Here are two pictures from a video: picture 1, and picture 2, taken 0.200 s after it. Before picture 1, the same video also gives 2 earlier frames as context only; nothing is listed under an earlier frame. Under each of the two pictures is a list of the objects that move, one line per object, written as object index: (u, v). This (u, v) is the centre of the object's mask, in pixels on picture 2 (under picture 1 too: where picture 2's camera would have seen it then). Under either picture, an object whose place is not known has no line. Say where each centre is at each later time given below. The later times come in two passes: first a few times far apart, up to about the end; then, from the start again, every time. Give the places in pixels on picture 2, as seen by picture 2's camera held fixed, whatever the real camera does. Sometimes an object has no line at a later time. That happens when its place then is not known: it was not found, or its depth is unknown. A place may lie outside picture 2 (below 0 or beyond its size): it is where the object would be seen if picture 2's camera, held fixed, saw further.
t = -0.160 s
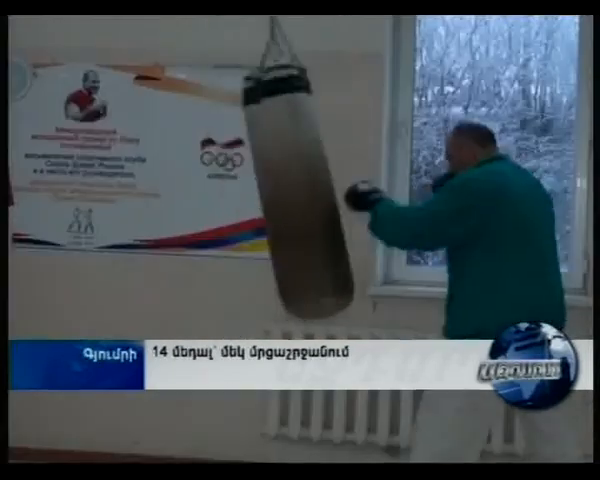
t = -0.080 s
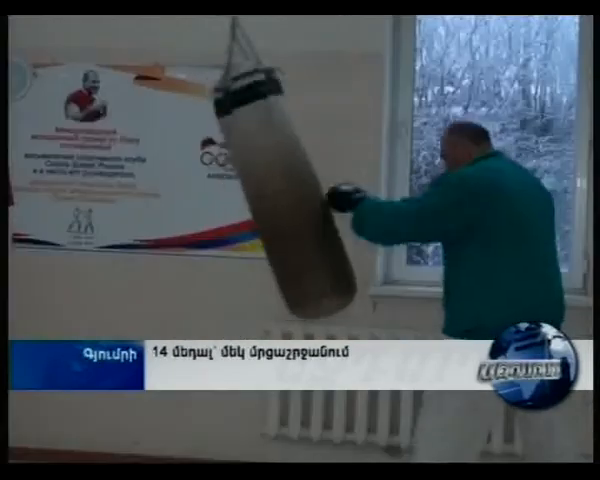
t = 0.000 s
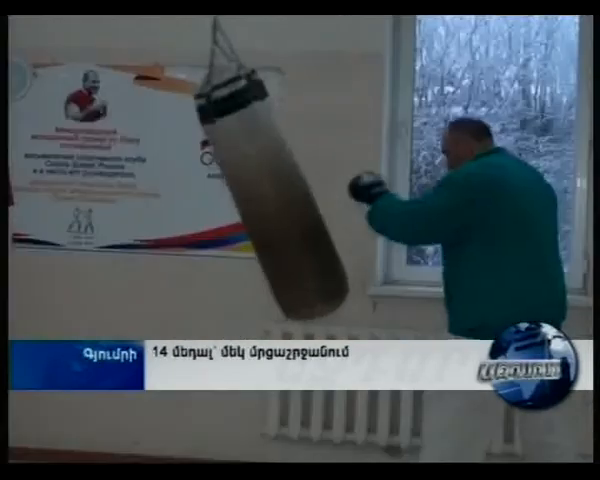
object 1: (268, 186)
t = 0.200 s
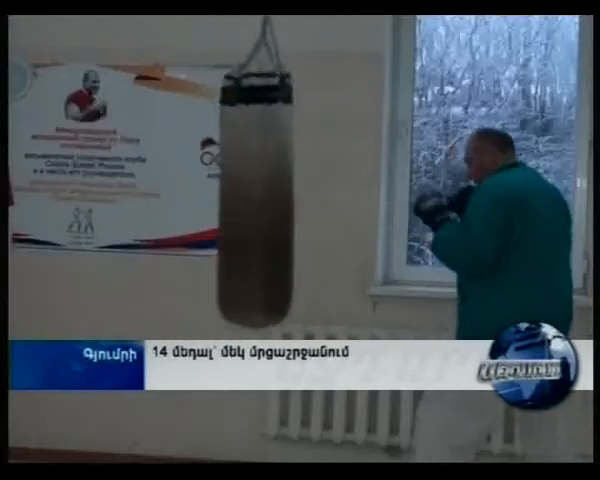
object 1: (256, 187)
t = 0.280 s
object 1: (241, 191)
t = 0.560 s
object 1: (171, 190)
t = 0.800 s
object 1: (140, 184)
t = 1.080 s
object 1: (119, 170)
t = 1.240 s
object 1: (130, 177)
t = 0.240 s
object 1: (250, 190)
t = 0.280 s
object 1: (241, 191)
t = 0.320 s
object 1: (229, 193)
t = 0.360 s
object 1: (217, 193)
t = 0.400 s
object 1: (205, 192)
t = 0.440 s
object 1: (193, 191)
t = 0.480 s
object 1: (184, 191)
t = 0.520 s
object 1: (177, 190)
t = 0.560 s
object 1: (171, 190)
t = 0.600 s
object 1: (167, 190)
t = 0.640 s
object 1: (164, 189)
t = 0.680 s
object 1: (159, 188)
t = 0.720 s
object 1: (154, 188)
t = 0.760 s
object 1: (147, 187)
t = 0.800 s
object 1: (140, 184)
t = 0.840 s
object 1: (134, 181)
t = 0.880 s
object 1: (128, 177)
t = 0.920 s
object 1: (123, 175)
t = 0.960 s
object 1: (119, 172)
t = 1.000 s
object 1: (117, 171)
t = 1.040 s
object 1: (117, 170)
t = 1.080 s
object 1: (119, 170)
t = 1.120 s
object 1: (122, 170)
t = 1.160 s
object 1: (125, 172)
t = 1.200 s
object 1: (127, 175)
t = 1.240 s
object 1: (130, 177)
